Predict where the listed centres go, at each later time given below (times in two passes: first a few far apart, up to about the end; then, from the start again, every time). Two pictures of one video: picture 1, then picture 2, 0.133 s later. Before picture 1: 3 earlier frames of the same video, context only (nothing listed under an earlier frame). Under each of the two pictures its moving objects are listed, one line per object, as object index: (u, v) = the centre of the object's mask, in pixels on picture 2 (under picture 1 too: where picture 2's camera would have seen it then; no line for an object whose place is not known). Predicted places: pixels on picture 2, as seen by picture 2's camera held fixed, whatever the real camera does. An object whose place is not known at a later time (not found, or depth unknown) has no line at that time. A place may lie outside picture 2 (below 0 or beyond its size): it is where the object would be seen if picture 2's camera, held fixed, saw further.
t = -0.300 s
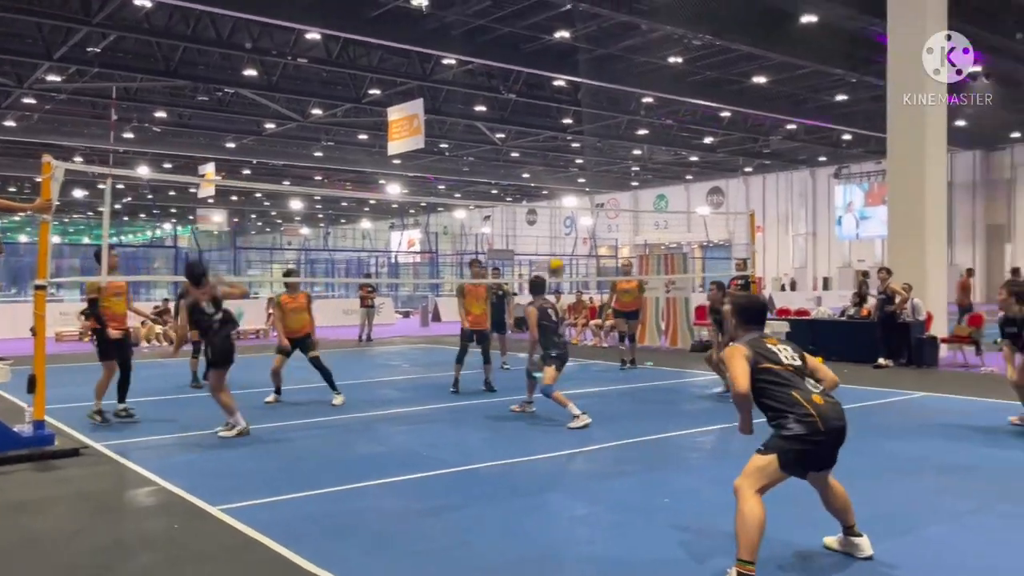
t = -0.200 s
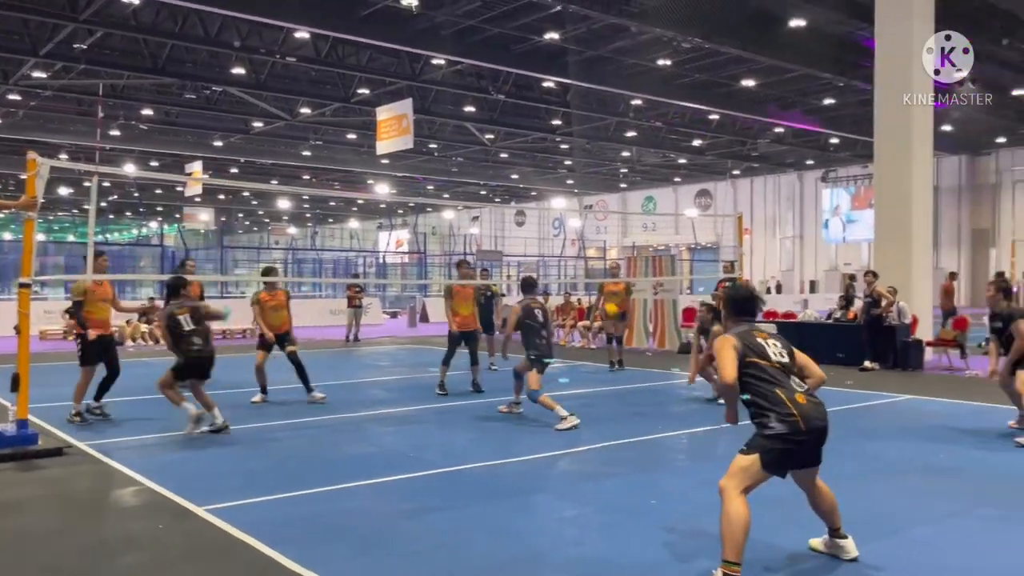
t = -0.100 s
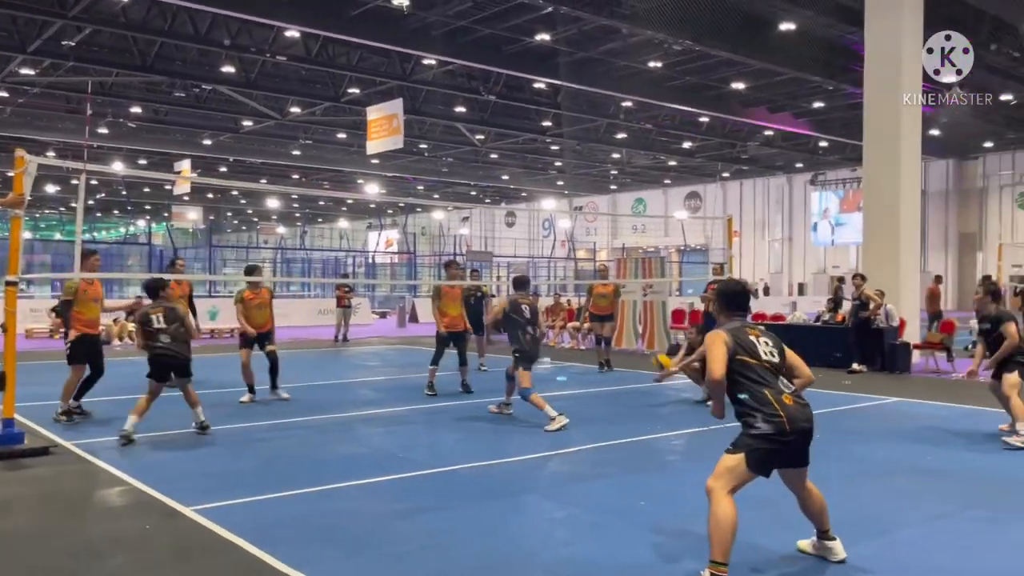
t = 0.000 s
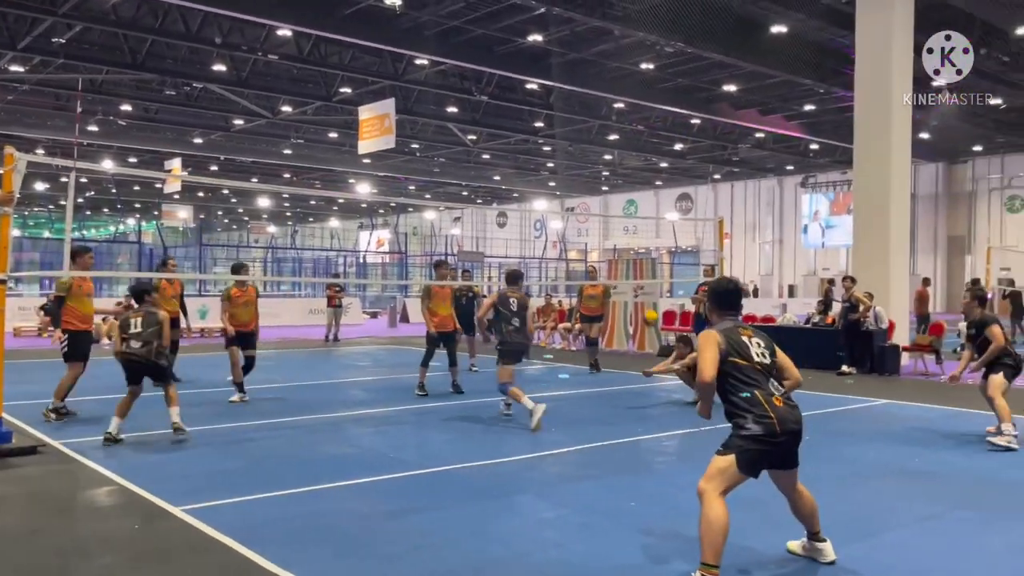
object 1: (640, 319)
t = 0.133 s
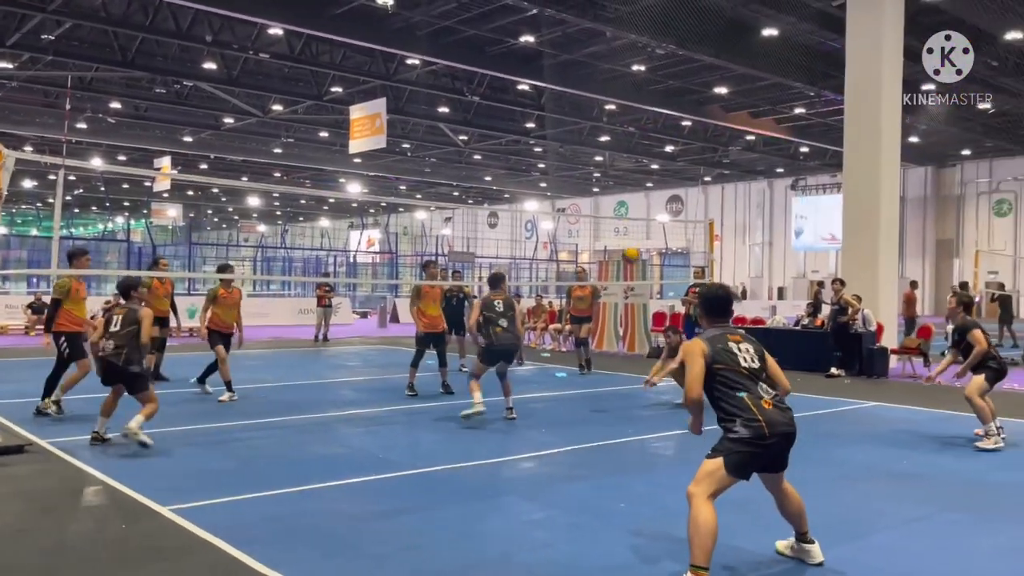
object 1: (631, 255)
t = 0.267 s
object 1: (620, 204)
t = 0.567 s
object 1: (596, 138)
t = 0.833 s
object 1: (574, 147)
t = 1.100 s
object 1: (546, 227)
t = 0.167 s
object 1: (627, 241)
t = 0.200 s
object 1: (624, 227)
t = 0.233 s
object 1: (622, 215)
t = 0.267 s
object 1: (620, 204)
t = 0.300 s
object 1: (617, 194)
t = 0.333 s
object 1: (615, 180)
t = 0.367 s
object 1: (613, 171)
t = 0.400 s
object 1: (611, 164)
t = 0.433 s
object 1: (608, 158)
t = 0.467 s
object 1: (604, 152)
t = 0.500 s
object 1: (603, 144)
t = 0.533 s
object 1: (599, 142)
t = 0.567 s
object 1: (596, 138)
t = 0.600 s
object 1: (593, 135)
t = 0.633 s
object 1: (591, 134)
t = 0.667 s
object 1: (588, 134)
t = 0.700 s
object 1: (585, 134)
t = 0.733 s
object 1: (582, 135)
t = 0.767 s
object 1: (579, 137)
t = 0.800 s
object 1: (576, 142)
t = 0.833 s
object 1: (574, 147)
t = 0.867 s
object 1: (570, 152)
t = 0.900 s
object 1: (567, 158)
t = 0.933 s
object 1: (564, 165)
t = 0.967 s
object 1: (561, 174)
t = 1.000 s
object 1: (557, 188)
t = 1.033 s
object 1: (553, 201)
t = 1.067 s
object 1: (550, 212)
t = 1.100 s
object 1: (546, 227)
